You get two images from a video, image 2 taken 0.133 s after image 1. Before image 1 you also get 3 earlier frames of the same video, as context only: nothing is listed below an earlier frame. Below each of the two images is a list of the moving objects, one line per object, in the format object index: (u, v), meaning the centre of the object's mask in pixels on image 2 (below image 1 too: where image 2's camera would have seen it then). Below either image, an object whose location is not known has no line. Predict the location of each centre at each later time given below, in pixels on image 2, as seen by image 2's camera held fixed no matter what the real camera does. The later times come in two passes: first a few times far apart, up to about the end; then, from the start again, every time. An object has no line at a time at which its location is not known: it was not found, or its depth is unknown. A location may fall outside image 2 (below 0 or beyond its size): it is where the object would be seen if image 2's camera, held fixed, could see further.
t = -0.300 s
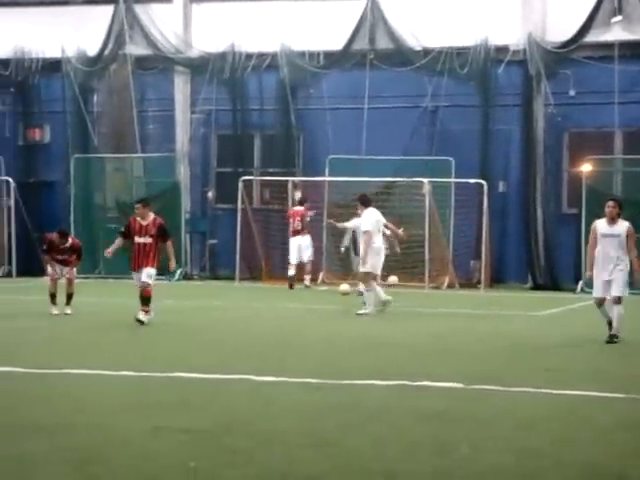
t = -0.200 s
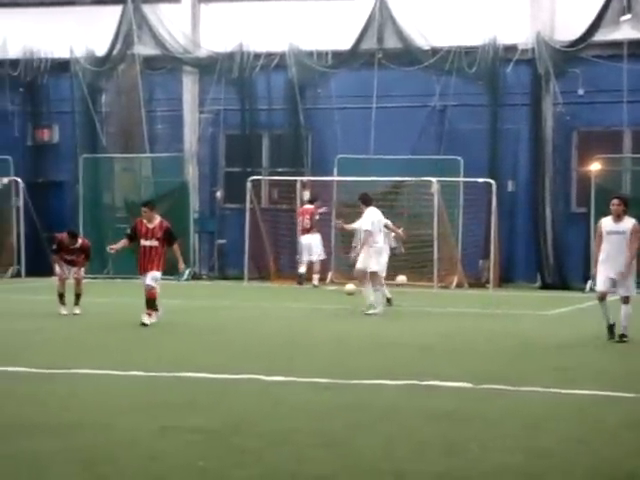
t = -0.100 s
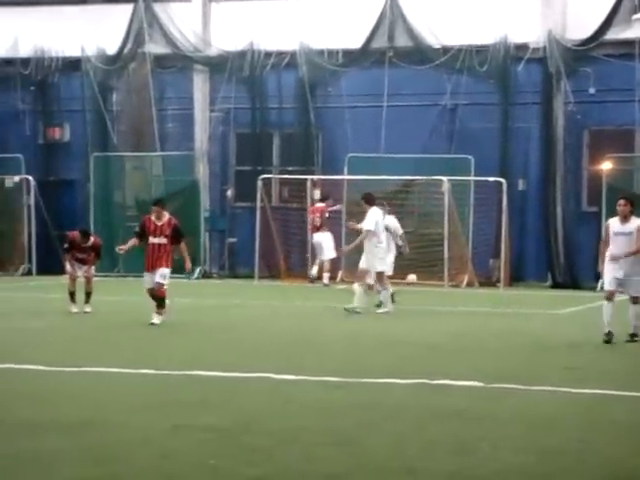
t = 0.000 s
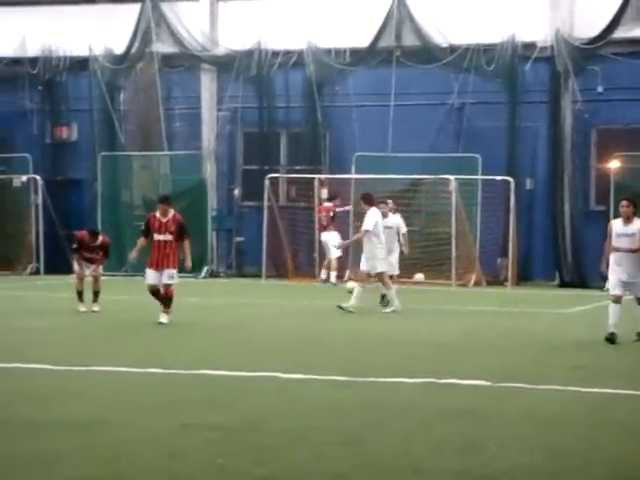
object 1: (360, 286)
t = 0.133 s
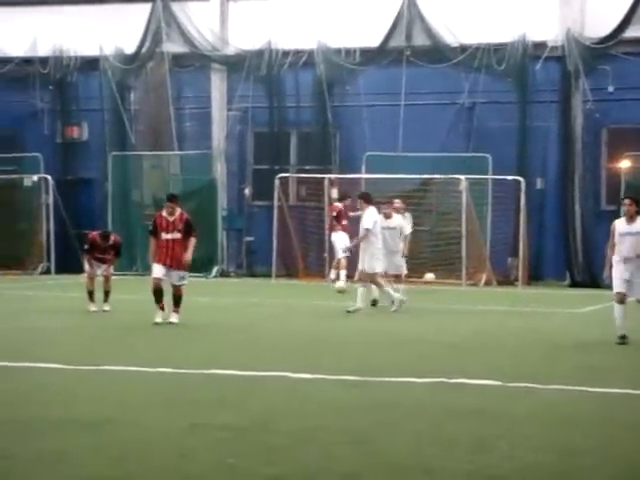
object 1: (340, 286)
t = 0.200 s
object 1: (329, 288)
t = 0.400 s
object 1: (296, 289)
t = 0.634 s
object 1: (257, 291)
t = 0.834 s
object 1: (223, 295)
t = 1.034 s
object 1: (188, 297)
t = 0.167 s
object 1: (335, 287)
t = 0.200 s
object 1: (329, 288)
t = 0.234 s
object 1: (323, 289)
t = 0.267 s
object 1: (318, 288)
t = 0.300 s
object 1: (313, 289)
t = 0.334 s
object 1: (307, 289)
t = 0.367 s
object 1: (302, 289)
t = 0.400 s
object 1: (296, 289)
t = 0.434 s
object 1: (290, 290)
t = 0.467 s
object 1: (285, 290)
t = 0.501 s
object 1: (279, 290)
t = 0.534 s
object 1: (274, 291)
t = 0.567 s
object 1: (268, 291)
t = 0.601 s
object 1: (263, 291)
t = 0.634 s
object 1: (257, 291)
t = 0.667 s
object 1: (251, 292)
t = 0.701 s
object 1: (246, 293)
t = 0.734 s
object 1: (240, 293)
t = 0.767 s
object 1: (234, 293)
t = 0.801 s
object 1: (228, 294)
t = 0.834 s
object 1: (223, 295)
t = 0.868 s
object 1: (217, 295)
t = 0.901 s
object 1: (211, 296)
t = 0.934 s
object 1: (205, 296)
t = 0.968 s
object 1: (200, 296)
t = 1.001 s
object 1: (194, 297)
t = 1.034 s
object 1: (188, 297)
